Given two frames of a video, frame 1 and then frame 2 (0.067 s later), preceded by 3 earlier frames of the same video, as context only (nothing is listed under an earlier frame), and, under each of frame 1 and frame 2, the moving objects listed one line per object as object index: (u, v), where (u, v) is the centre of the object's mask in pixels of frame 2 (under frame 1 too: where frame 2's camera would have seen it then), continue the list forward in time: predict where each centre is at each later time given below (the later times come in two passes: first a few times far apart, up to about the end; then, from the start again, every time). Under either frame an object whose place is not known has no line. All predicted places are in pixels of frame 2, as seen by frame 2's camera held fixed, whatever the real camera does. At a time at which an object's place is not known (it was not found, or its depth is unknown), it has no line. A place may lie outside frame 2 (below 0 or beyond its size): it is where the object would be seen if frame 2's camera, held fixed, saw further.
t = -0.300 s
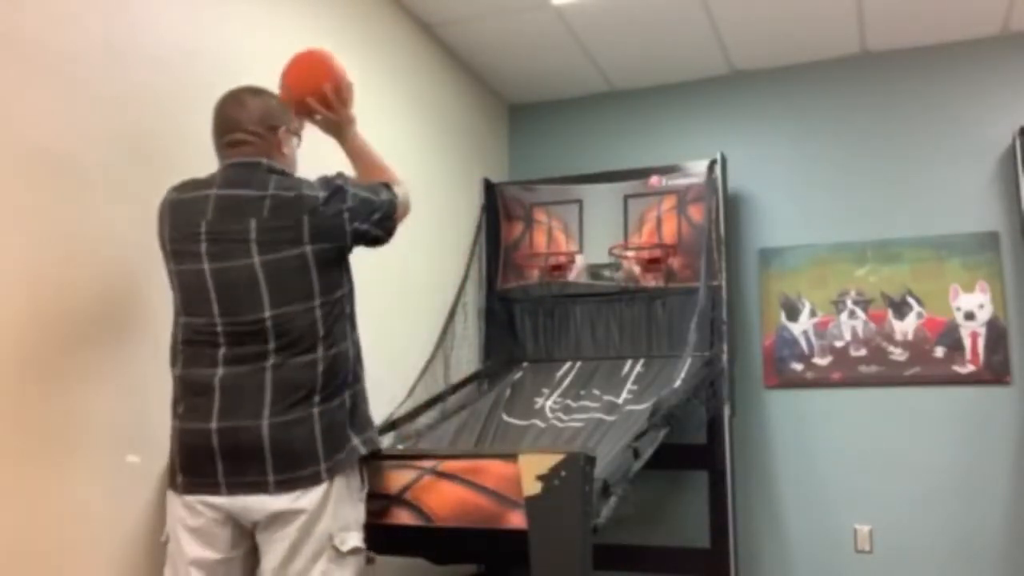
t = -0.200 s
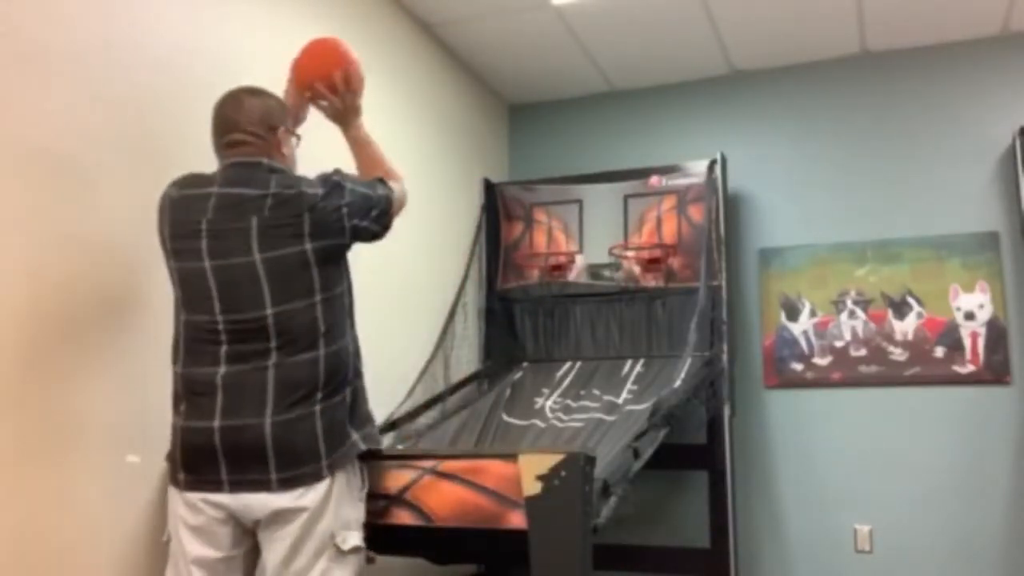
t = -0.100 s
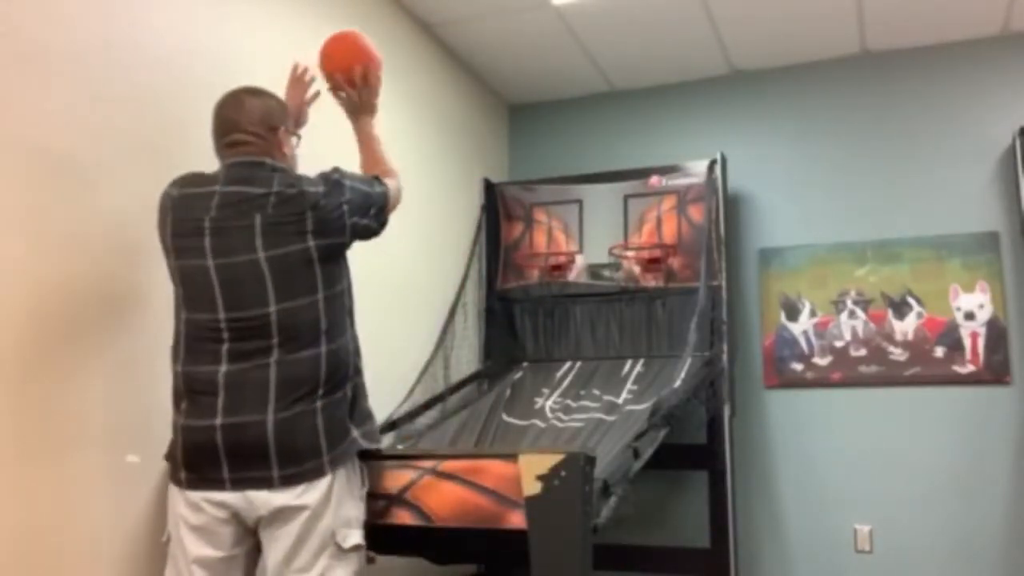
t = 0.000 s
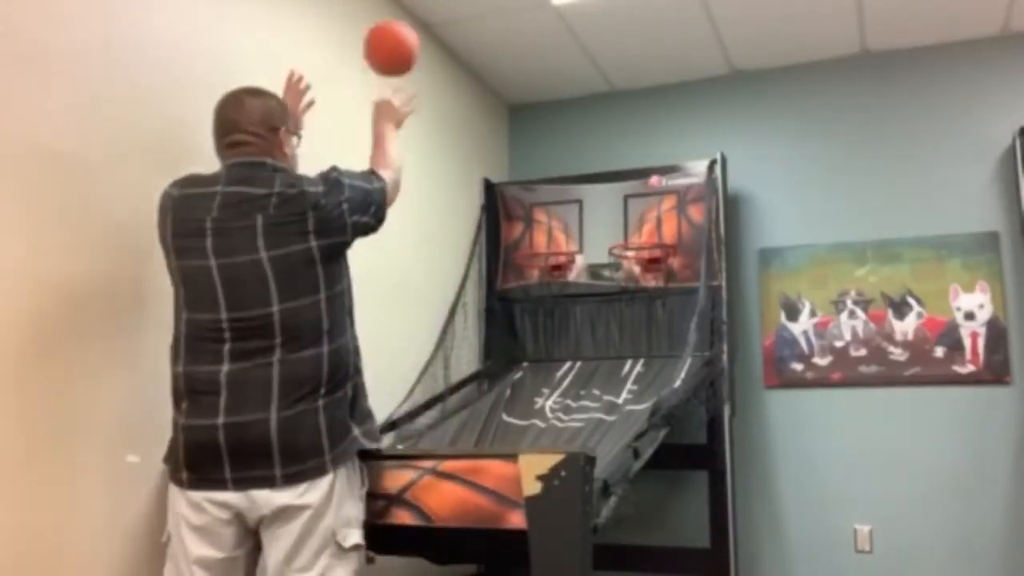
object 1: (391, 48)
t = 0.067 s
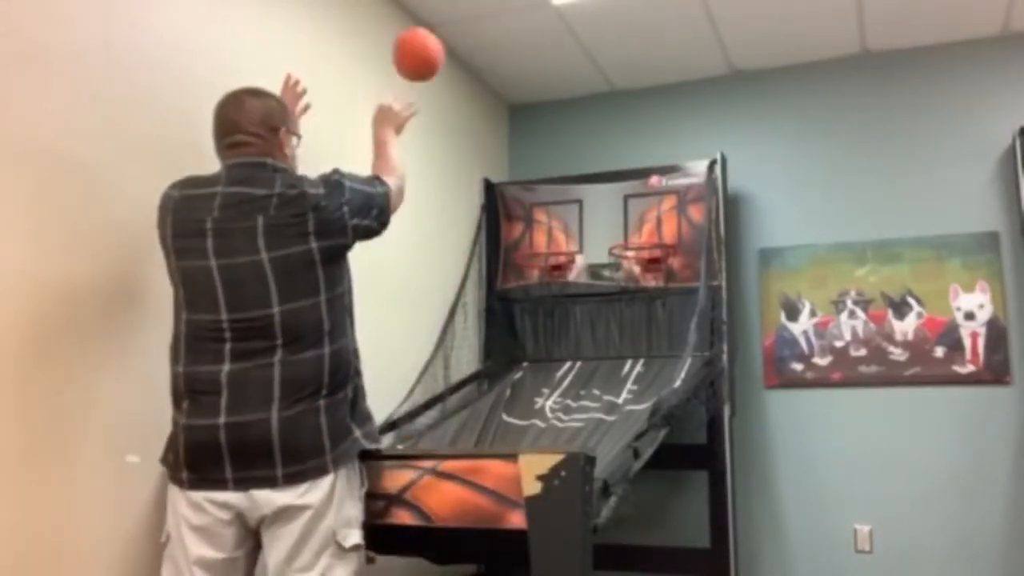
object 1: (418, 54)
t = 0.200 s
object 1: (460, 97)
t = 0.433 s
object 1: (512, 228)
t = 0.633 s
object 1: (542, 210)
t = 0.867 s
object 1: (544, 211)
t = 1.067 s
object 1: (545, 215)
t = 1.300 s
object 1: (546, 241)
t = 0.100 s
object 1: (430, 62)
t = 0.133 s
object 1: (440, 72)
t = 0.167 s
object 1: (451, 84)
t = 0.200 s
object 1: (460, 97)
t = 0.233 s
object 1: (469, 112)
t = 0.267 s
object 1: (478, 128)
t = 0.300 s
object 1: (485, 146)
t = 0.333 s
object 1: (493, 164)
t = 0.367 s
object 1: (499, 184)
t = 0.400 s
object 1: (505, 206)
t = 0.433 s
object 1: (512, 228)
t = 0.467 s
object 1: (518, 243)
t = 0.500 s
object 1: (521, 234)
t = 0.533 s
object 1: (528, 225)
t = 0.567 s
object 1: (533, 218)
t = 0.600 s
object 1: (538, 215)
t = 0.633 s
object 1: (542, 210)
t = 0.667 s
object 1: (541, 204)
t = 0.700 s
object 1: (541, 200)
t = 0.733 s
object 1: (541, 198)
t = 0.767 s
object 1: (541, 198)
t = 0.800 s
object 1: (542, 200)
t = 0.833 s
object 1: (542, 203)
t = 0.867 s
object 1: (544, 211)
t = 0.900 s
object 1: (544, 220)
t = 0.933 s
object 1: (544, 230)
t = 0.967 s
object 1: (544, 233)
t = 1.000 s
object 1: (545, 226)
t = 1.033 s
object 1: (545, 220)
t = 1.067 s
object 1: (545, 215)
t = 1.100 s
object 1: (545, 213)
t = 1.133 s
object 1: (545, 213)
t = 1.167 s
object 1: (546, 214)
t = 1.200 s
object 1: (546, 218)
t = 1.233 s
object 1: (546, 224)
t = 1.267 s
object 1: (546, 231)
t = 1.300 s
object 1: (546, 241)
